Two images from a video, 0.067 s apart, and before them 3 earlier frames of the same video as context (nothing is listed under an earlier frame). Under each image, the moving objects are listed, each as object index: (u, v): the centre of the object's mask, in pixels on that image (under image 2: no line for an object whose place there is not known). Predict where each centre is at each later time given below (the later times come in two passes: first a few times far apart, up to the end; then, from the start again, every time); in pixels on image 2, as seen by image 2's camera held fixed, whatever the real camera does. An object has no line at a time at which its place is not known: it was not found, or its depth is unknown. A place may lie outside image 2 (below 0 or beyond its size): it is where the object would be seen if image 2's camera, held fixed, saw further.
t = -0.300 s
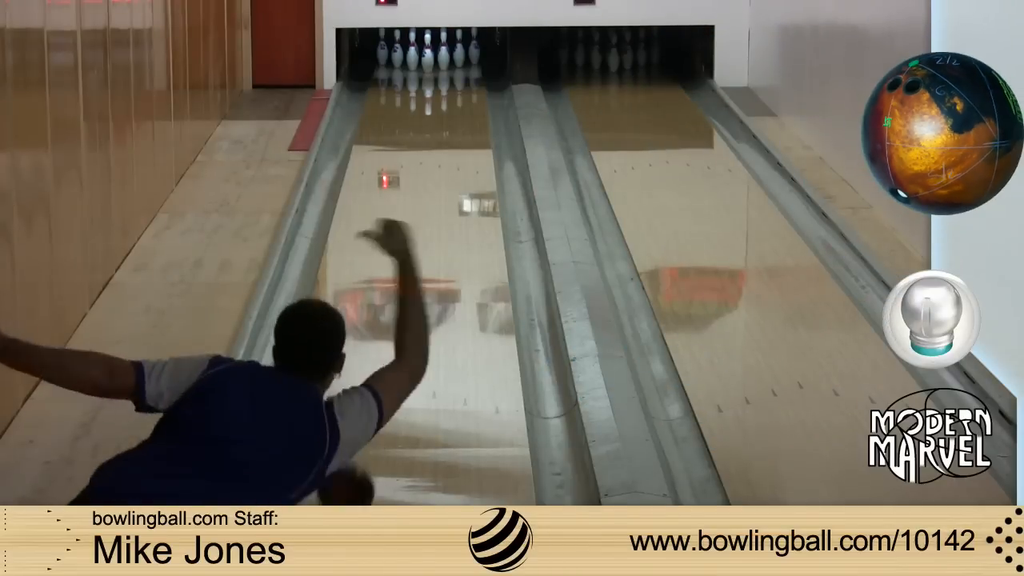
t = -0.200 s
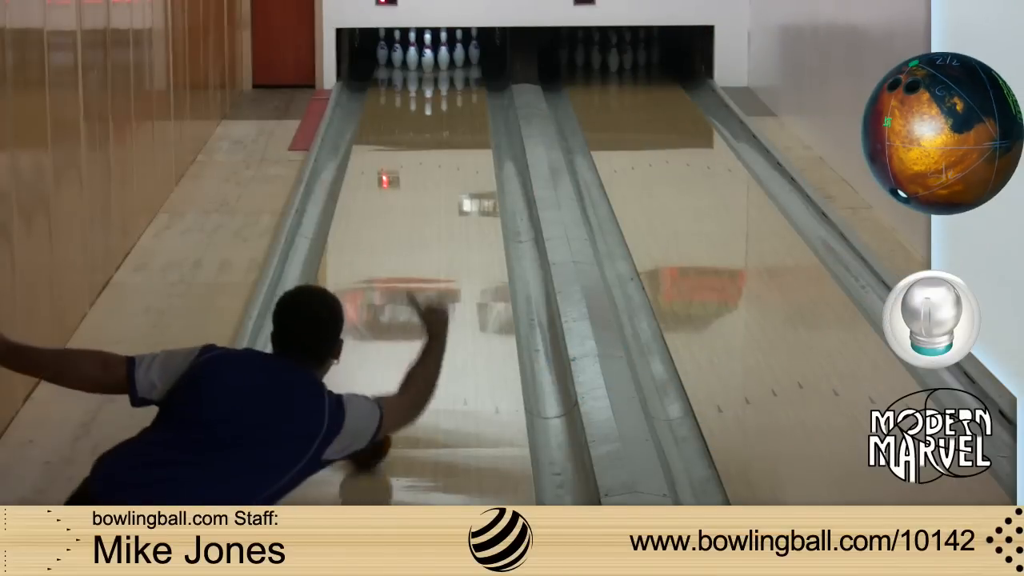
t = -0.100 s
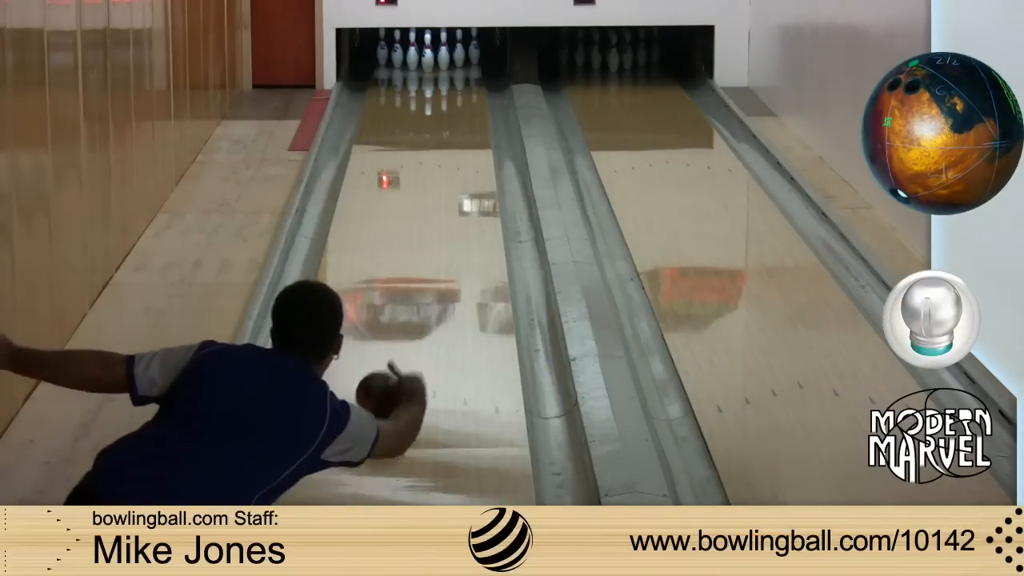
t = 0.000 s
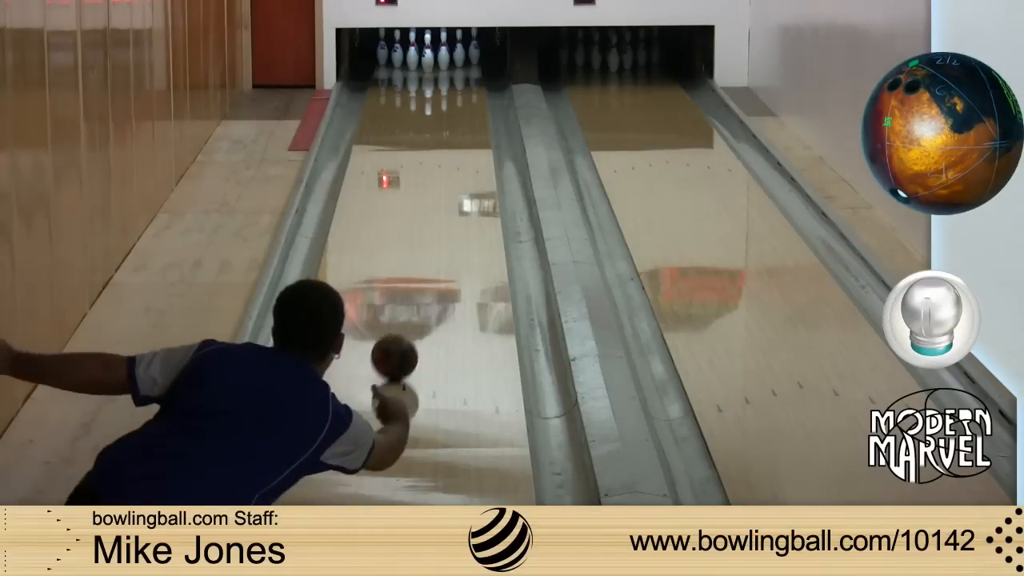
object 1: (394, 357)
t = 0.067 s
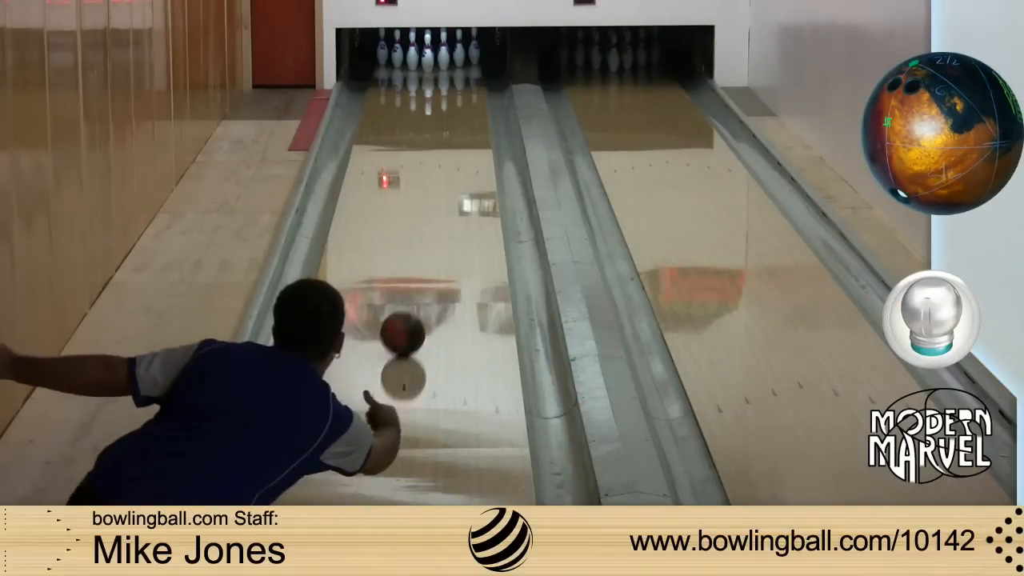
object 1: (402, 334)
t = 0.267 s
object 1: (423, 275)
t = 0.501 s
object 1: (441, 220)
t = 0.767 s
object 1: (455, 172)
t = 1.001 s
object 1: (462, 139)
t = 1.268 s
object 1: (463, 107)
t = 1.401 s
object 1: (460, 95)
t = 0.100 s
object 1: (406, 323)
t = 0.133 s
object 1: (410, 313)
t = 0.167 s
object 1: (413, 302)
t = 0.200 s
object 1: (417, 293)
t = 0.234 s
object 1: (420, 284)
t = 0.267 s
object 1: (423, 275)
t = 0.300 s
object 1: (426, 266)
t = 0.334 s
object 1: (428, 258)
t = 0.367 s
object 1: (431, 250)
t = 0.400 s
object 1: (434, 242)
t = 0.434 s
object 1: (436, 234)
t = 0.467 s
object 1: (438, 228)
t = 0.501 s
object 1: (441, 220)
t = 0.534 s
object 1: (443, 214)
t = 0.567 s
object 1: (445, 207)
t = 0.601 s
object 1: (447, 201)
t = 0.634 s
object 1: (449, 195)
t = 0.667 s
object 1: (450, 189)
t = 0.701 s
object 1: (452, 183)
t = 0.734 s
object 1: (454, 178)
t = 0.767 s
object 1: (455, 172)
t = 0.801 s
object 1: (456, 167)
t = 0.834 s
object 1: (458, 162)
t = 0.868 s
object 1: (459, 157)
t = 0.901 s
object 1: (460, 153)
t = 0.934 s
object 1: (461, 148)
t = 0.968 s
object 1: (462, 143)
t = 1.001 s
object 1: (462, 139)
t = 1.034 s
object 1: (463, 135)
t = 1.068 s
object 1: (464, 130)
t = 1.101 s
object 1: (464, 126)
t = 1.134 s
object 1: (464, 122)
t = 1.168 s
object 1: (464, 119)
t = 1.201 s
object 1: (464, 114)
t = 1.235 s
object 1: (464, 111)
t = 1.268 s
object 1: (463, 107)
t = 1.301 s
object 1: (462, 104)
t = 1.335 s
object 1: (462, 101)
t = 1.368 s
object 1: (460, 98)
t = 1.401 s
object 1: (460, 95)
